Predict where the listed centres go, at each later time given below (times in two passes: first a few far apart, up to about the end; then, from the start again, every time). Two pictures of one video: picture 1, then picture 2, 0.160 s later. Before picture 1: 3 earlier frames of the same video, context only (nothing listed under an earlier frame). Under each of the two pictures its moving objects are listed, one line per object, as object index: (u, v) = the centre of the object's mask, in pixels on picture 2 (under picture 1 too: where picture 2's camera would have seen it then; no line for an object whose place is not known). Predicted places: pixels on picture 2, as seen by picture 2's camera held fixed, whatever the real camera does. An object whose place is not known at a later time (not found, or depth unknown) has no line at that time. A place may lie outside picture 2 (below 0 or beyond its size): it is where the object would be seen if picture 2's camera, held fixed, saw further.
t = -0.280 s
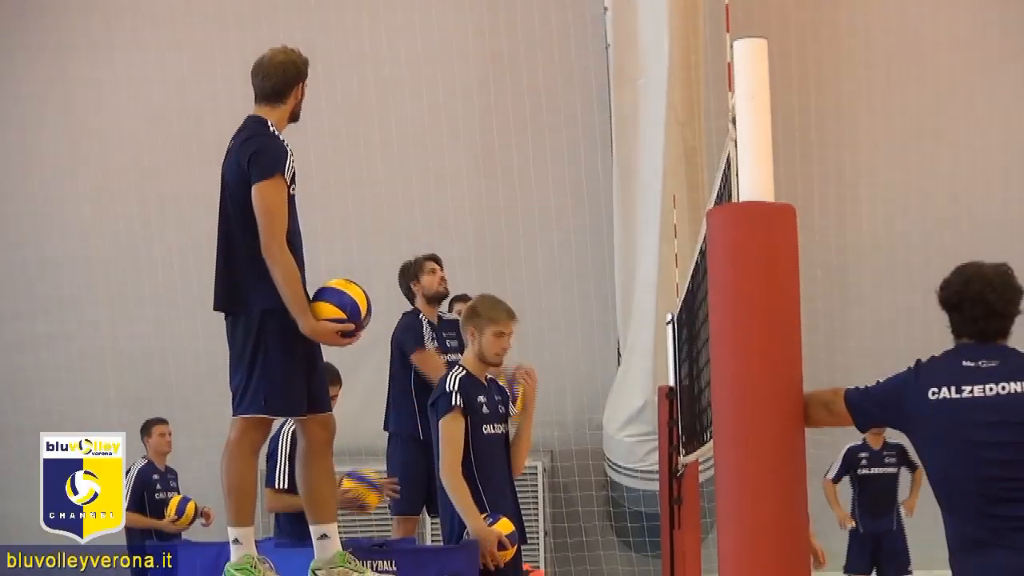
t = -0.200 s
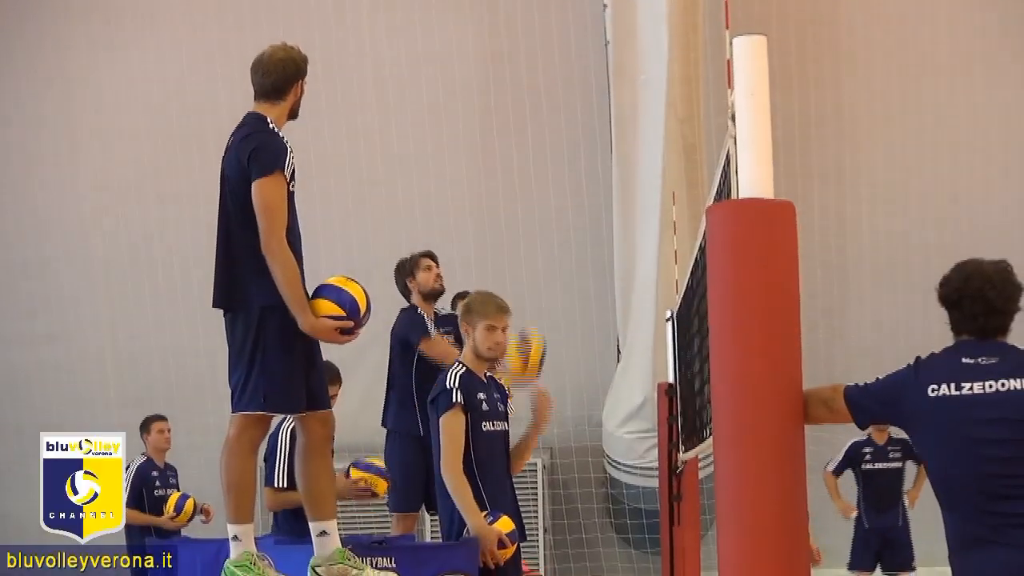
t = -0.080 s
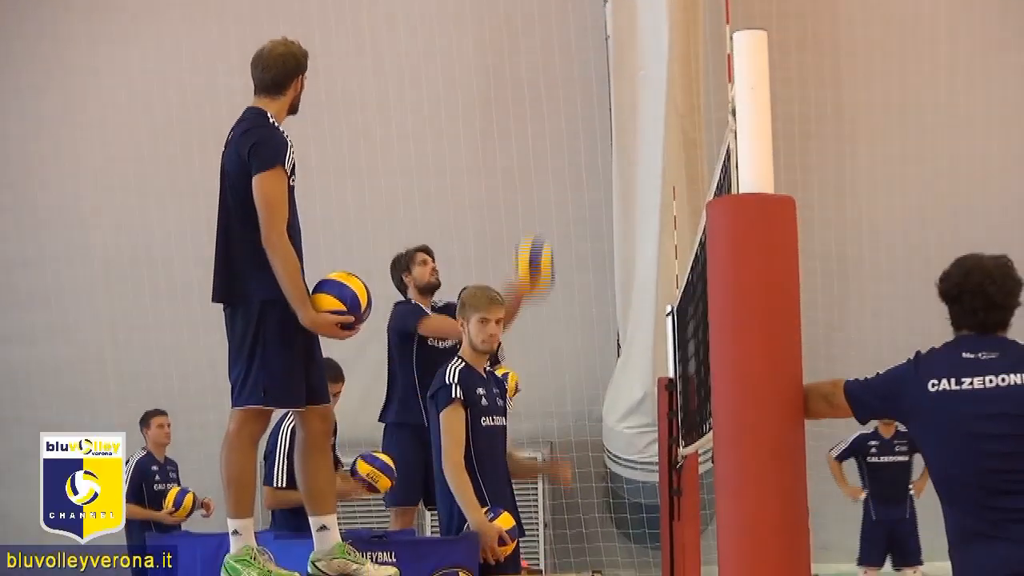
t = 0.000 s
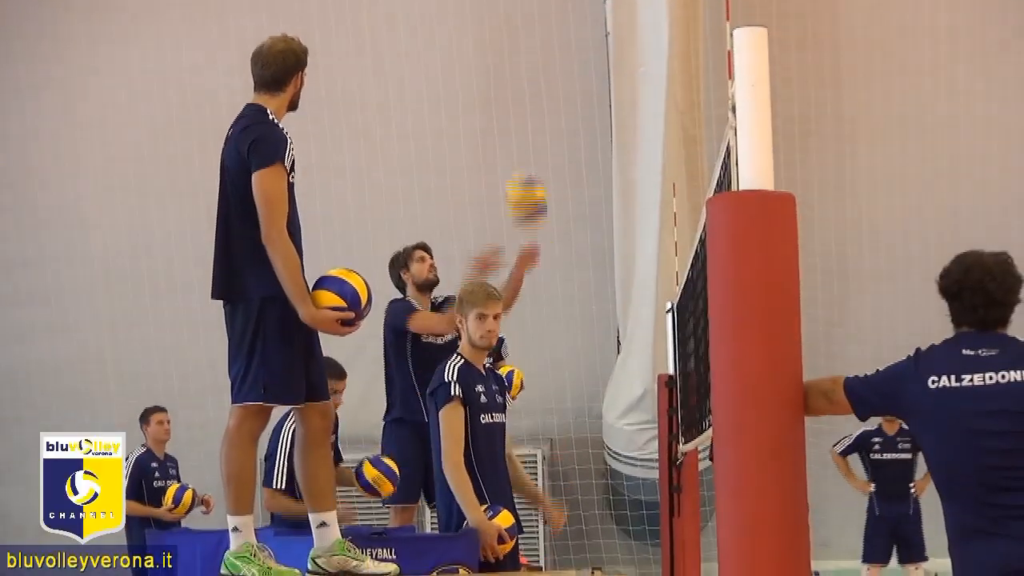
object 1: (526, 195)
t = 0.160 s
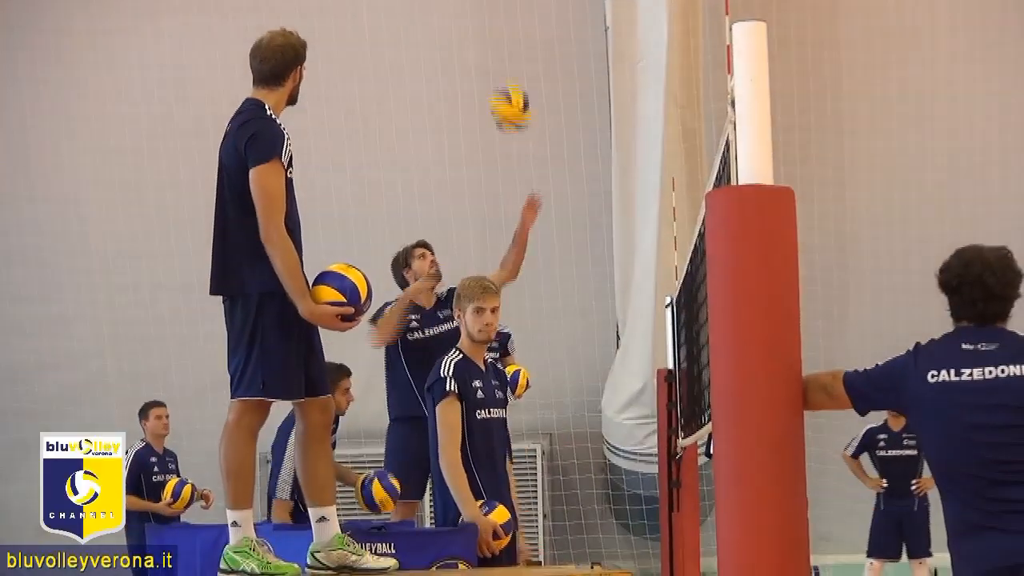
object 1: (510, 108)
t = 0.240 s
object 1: (503, 82)
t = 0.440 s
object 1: (486, 67)
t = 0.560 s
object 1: (477, 94)
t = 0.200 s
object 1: (506, 93)
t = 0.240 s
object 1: (503, 82)
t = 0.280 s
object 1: (500, 74)
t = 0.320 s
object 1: (495, 68)
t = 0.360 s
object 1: (492, 65)
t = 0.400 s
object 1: (489, 64)
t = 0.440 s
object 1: (486, 67)
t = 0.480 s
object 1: (482, 73)
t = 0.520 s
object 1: (480, 82)
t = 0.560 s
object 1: (477, 94)
